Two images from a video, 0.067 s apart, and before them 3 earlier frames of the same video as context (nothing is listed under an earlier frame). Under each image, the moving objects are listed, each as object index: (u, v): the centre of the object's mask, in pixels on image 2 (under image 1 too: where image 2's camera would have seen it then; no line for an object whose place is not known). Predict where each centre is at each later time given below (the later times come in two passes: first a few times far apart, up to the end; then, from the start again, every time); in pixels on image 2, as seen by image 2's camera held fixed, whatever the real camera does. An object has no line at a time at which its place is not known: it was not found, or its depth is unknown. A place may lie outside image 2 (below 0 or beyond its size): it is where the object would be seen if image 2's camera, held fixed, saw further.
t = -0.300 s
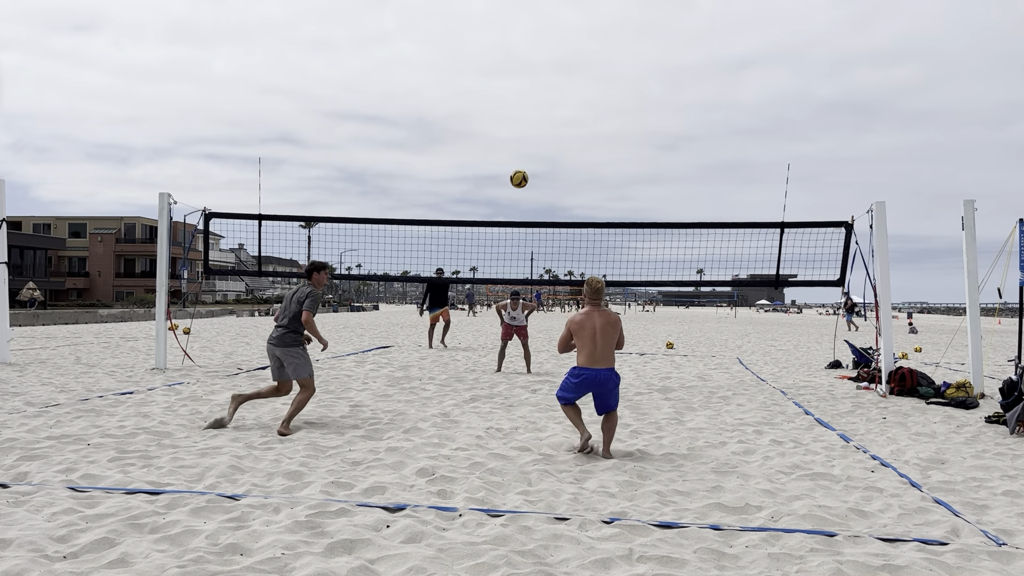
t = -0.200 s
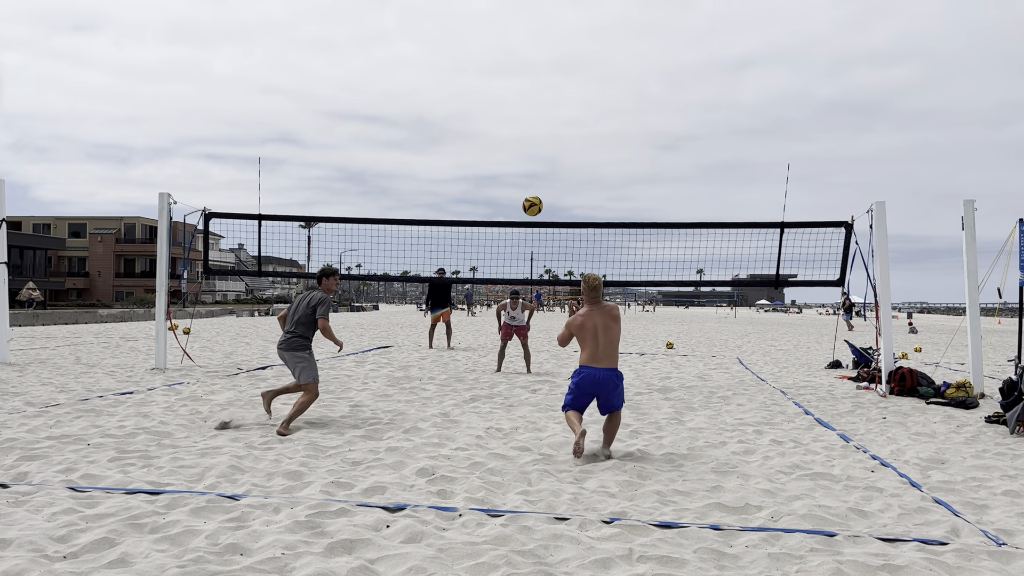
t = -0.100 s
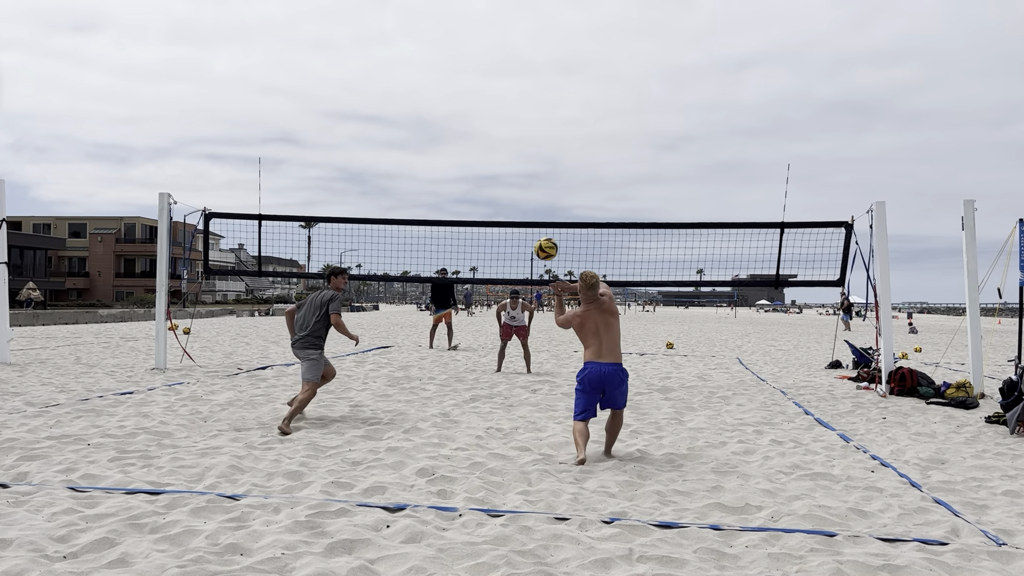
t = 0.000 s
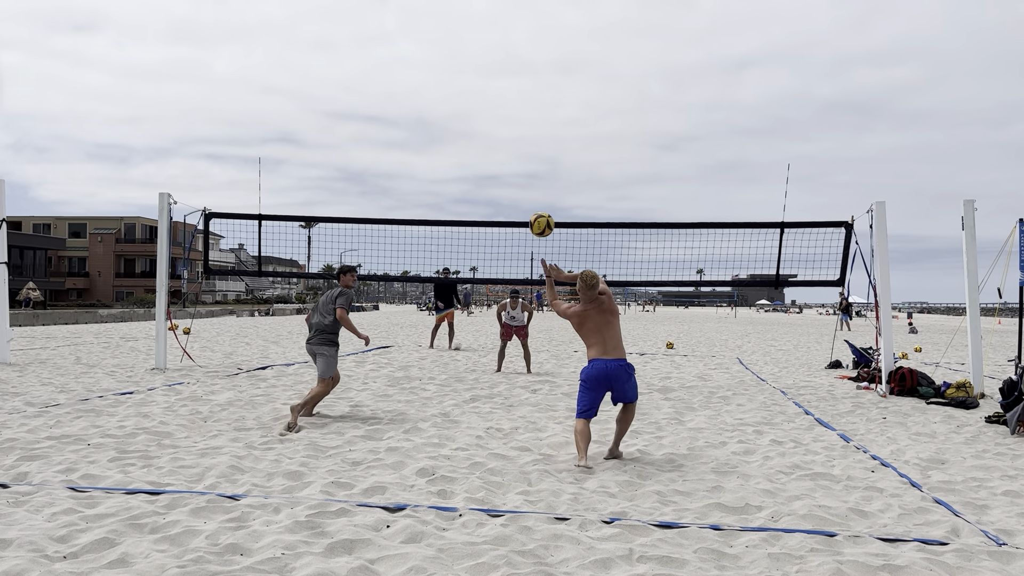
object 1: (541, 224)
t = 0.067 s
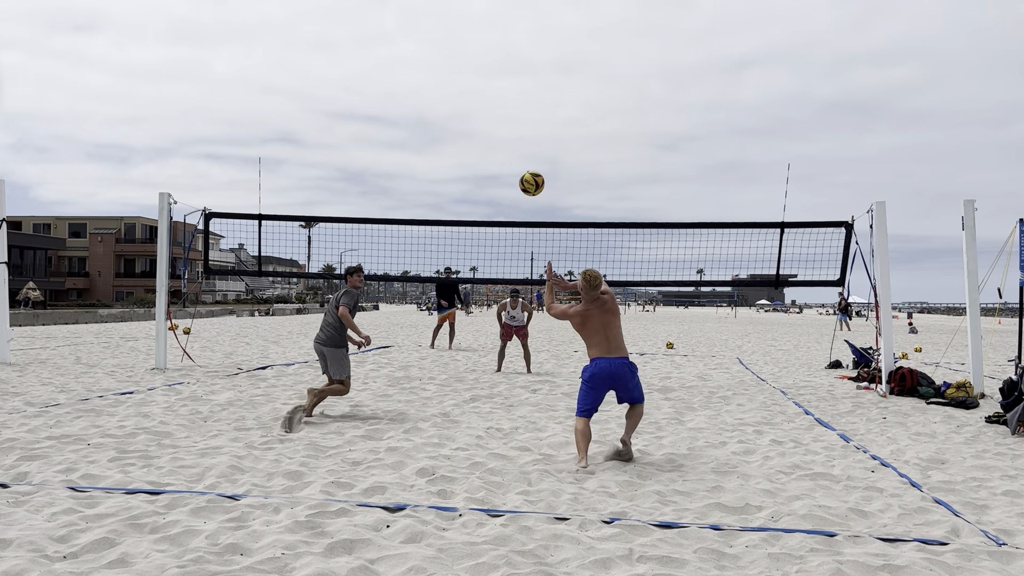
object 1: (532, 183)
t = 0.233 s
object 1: (505, 100)
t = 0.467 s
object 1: (463, 36)
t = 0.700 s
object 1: (416, 38)
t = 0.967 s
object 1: (356, 130)
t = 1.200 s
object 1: (296, 292)
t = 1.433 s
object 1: (226, 431)
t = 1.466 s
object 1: (213, 416)
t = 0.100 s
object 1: (527, 164)
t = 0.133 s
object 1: (521, 146)
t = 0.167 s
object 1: (516, 129)
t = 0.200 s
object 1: (511, 114)
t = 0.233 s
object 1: (505, 100)
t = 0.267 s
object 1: (499, 87)
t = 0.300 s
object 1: (494, 75)
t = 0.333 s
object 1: (488, 64)
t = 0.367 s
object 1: (482, 55)
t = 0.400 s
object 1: (476, 47)
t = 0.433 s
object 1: (470, 41)
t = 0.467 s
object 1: (463, 36)
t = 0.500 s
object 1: (457, 32)
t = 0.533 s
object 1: (450, 29)
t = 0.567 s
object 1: (444, 28)
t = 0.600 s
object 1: (437, 28)
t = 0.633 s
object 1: (430, 30)
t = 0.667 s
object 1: (423, 33)
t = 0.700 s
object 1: (416, 38)
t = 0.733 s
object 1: (409, 44)
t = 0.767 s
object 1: (402, 52)
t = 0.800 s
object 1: (395, 61)
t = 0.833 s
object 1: (387, 72)
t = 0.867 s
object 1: (379, 84)
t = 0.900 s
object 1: (372, 98)
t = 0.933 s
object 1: (364, 113)
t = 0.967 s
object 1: (356, 130)
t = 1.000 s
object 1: (347, 148)
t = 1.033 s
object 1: (339, 169)
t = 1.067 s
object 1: (330, 190)
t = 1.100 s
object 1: (322, 214)
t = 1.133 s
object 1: (313, 238)
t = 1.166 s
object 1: (304, 265)
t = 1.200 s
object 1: (296, 292)
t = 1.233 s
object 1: (286, 322)
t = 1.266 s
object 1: (277, 353)
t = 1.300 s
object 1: (268, 386)
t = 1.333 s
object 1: (259, 420)
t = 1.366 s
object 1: (249, 456)
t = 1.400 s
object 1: (238, 448)
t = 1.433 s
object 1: (226, 431)
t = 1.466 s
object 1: (213, 416)
